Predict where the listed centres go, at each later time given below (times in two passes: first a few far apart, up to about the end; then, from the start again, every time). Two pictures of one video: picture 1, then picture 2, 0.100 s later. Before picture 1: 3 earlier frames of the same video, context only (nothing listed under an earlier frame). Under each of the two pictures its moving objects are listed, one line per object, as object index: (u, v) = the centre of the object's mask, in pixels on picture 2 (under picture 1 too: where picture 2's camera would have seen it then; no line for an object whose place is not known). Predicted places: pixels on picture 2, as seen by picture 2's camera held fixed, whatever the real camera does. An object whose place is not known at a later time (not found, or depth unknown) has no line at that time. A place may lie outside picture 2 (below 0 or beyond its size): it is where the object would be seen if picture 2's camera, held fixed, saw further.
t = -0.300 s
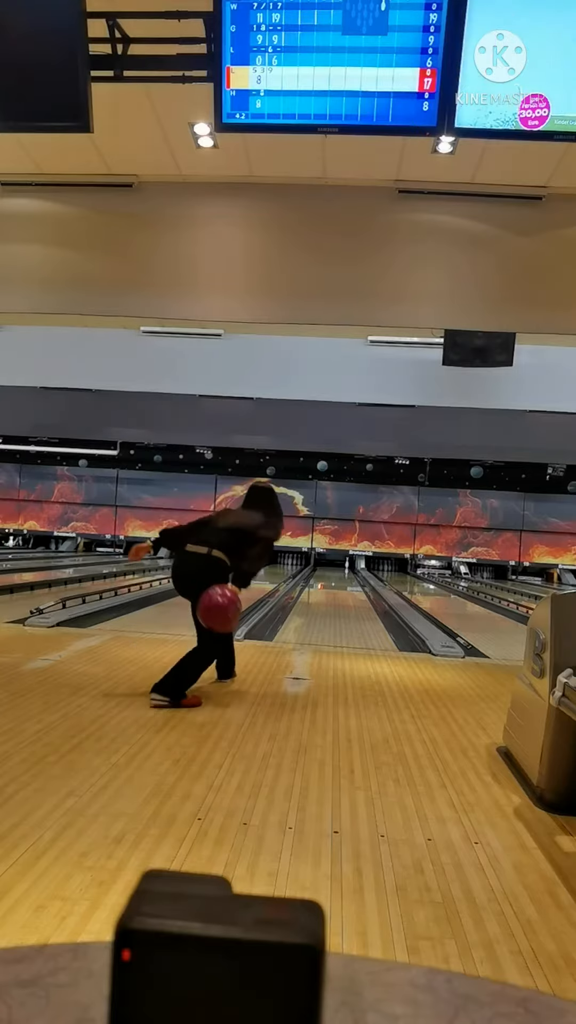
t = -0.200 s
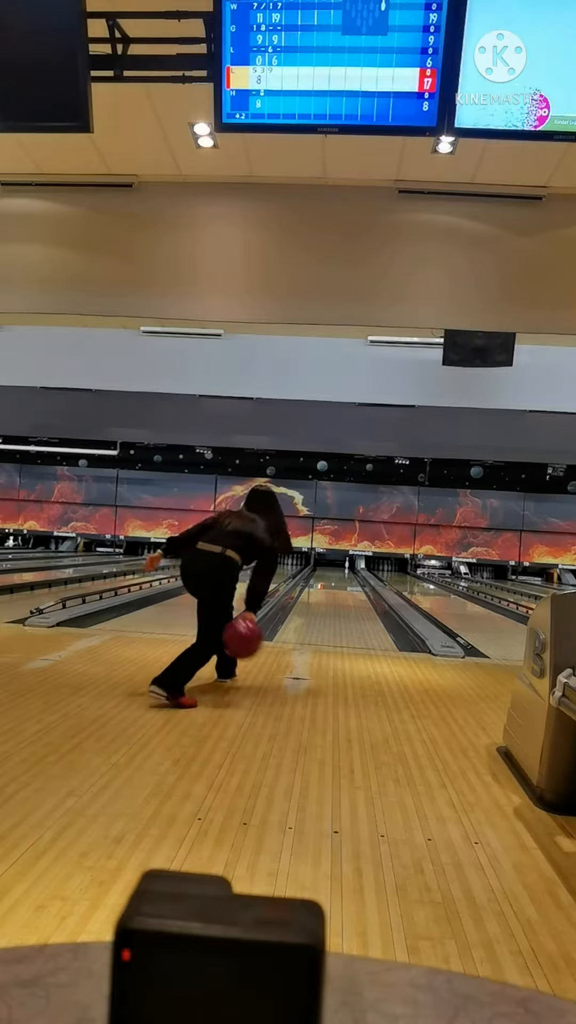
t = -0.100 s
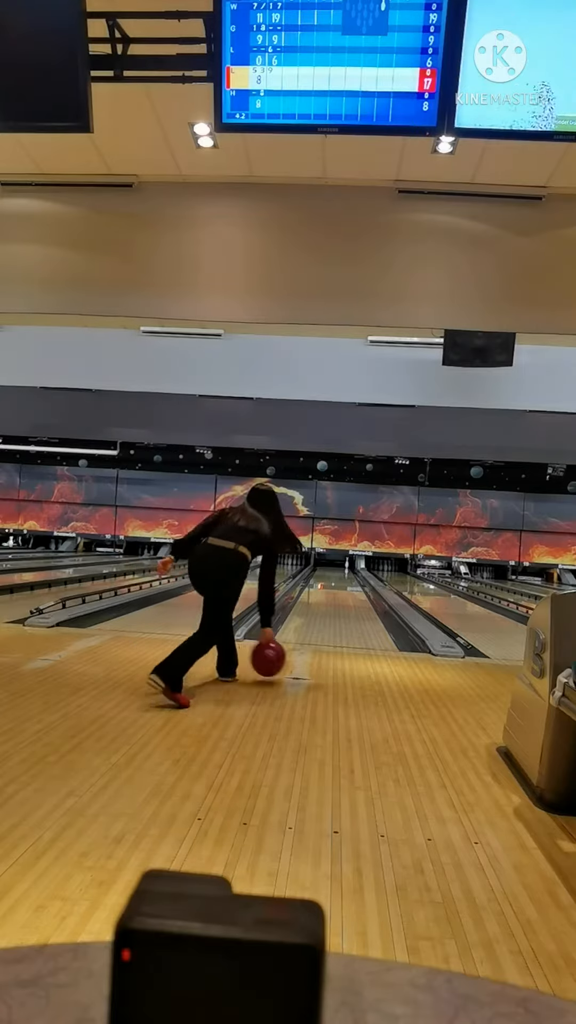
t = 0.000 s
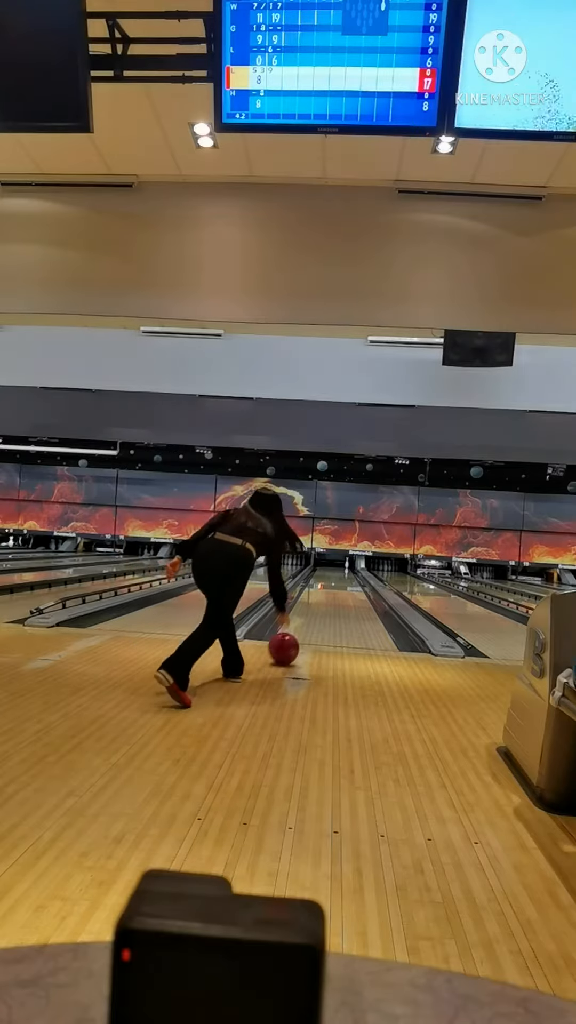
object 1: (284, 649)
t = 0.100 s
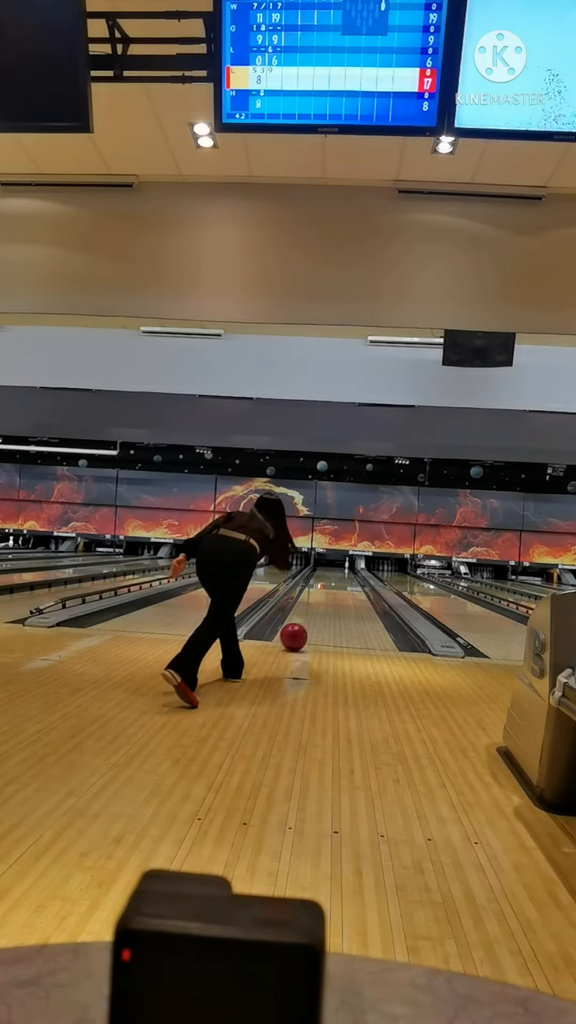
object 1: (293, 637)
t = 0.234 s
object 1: (303, 626)
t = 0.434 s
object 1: (314, 613)
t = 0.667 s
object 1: (323, 602)
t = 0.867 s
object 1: (328, 595)
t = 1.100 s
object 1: (333, 589)
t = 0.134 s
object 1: (296, 634)
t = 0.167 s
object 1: (299, 631)
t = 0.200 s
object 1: (301, 628)
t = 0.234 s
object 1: (303, 626)
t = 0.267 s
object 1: (305, 623)
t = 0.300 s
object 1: (307, 621)
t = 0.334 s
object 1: (309, 619)
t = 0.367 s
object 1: (311, 617)
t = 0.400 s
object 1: (312, 615)
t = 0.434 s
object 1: (314, 613)
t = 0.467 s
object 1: (315, 611)
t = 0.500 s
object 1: (317, 609)
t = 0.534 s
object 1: (318, 608)
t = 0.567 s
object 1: (319, 606)
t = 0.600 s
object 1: (320, 605)
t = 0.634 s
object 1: (322, 603)
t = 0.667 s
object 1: (323, 602)
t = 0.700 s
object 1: (324, 601)
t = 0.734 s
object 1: (325, 599)
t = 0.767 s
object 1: (326, 598)
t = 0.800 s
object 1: (327, 597)
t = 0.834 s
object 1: (327, 596)
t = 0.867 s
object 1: (328, 595)
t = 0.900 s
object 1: (329, 594)
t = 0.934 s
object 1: (330, 593)
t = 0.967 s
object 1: (330, 592)
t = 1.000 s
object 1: (331, 592)
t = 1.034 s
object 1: (332, 591)
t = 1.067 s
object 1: (332, 590)
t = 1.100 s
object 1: (333, 589)
